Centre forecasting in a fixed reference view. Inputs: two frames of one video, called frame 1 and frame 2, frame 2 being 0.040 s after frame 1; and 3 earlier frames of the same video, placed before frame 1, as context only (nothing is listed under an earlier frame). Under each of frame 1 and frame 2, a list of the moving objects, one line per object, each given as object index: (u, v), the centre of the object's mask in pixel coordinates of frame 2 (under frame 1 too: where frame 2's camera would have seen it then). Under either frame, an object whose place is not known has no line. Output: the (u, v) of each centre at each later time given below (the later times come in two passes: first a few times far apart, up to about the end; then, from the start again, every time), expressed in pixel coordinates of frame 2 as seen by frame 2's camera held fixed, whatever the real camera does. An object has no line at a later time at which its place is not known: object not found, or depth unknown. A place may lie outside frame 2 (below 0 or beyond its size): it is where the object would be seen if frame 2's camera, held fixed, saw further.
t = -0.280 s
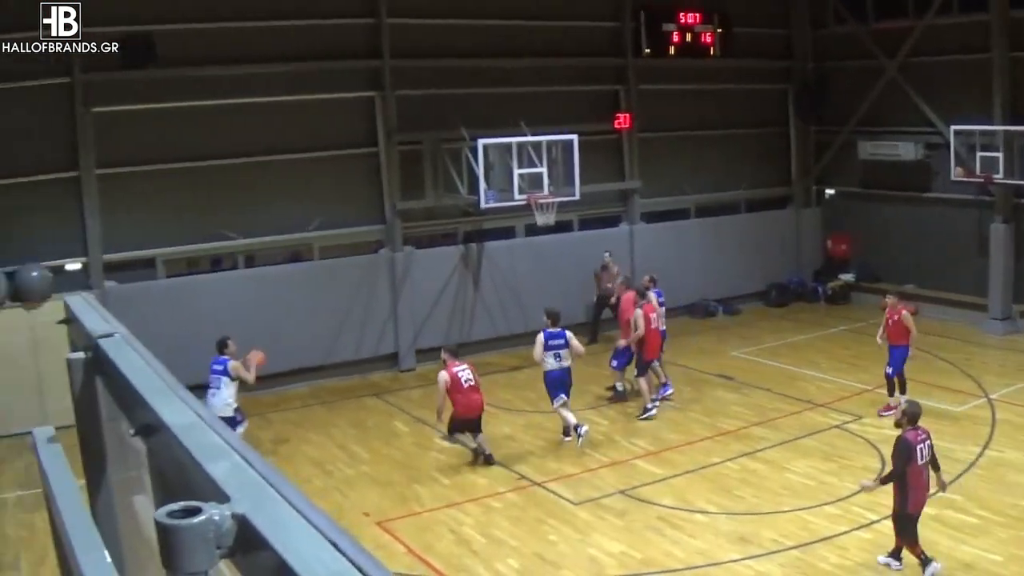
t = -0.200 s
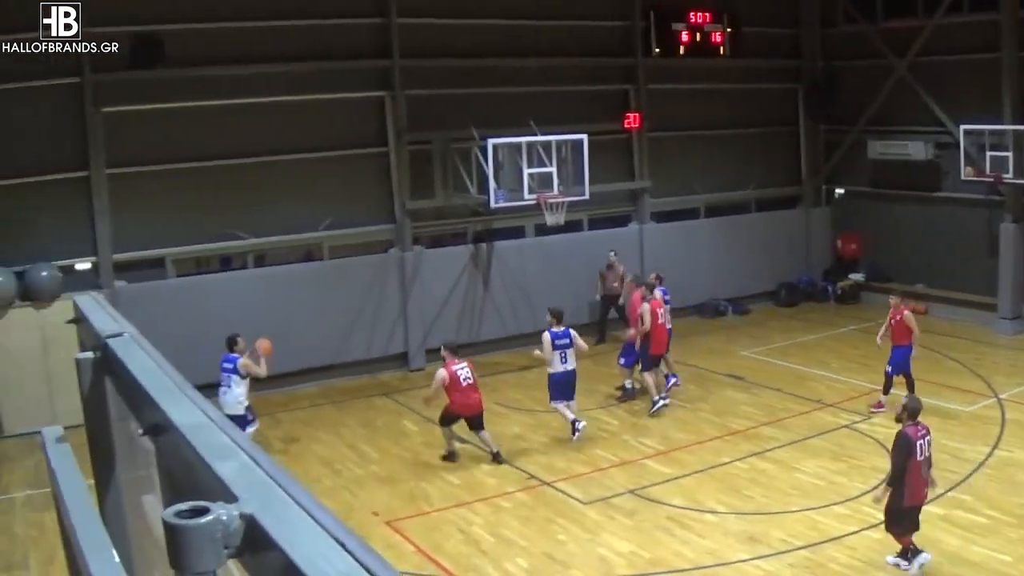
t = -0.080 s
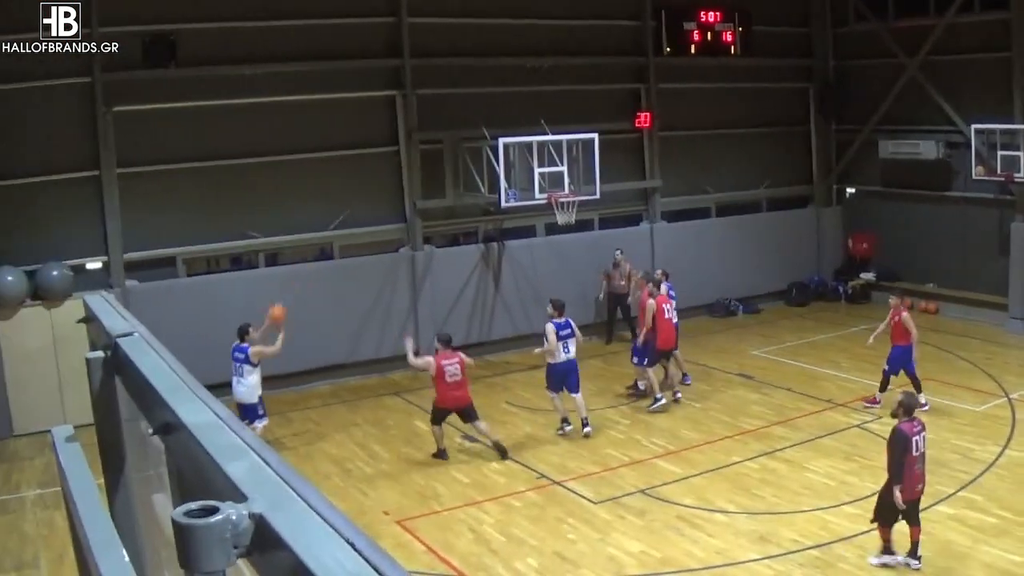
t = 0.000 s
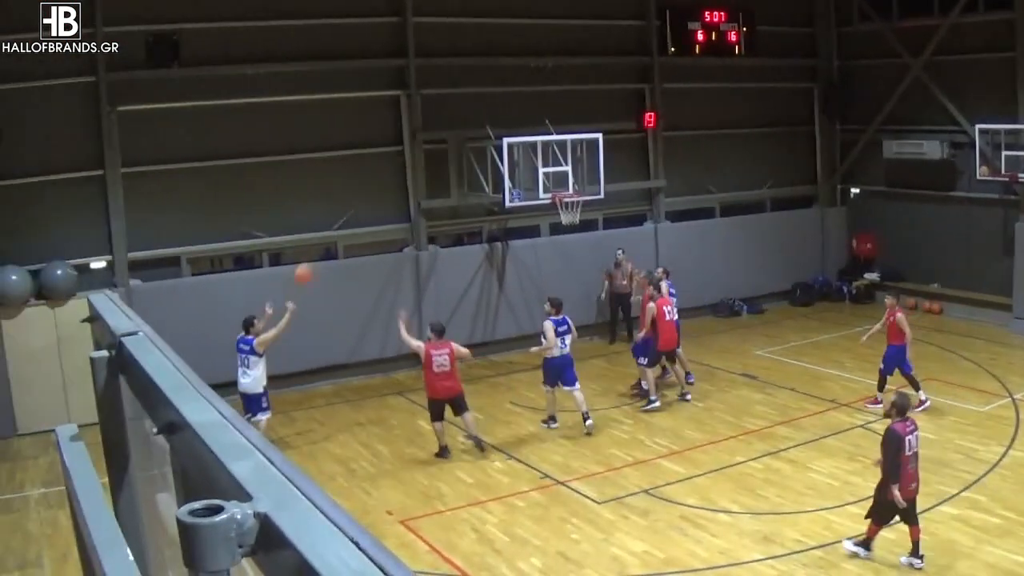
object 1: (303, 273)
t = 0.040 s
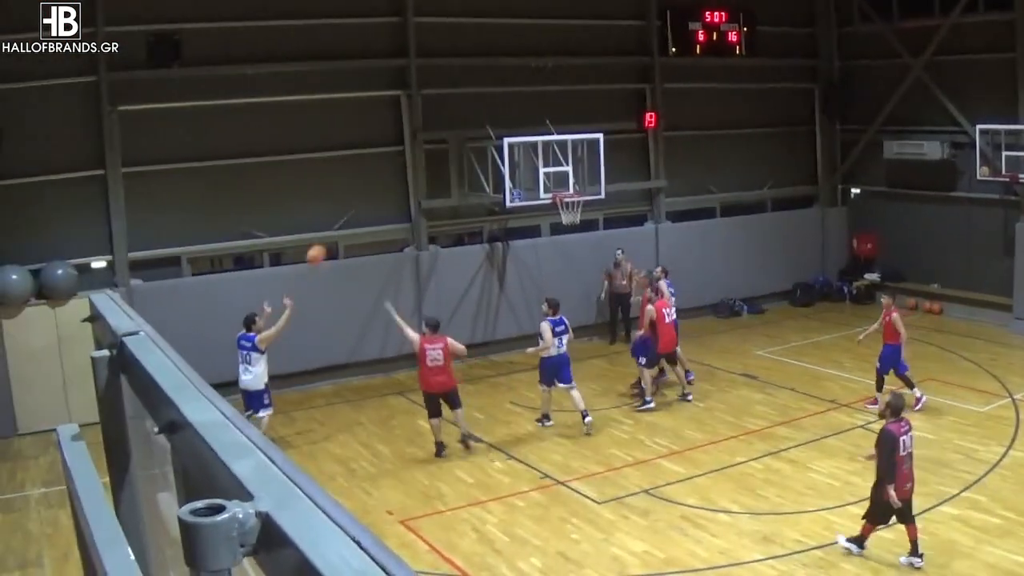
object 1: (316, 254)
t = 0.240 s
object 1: (375, 183)
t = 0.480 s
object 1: (445, 137)
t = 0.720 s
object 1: (509, 131)
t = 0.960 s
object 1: (570, 163)
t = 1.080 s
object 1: (598, 192)
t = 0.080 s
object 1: (328, 239)
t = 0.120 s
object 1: (340, 222)
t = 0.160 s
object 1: (352, 208)
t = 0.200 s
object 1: (364, 195)
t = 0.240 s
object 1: (375, 183)
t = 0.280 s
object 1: (387, 173)
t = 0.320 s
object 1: (398, 163)
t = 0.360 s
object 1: (410, 155)
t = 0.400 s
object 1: (422, 147)
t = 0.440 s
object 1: (433, 142)
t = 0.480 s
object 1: (445, 137)
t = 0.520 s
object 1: (456, 133)
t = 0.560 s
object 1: (467, 131)
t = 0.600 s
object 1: (478, 130)
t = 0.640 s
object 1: (489, 130)
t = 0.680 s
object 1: (499, 131)
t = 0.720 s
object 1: (509, 131)
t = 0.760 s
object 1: (520, 135)
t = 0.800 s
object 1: (531, 138)
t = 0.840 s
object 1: (541, 144)
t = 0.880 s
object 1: (550, 149)
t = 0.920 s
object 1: (560, 156)
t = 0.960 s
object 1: (570, 163)
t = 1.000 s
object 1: (580, 172)
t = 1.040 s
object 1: (589, 182)
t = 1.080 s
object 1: (598, 192)
